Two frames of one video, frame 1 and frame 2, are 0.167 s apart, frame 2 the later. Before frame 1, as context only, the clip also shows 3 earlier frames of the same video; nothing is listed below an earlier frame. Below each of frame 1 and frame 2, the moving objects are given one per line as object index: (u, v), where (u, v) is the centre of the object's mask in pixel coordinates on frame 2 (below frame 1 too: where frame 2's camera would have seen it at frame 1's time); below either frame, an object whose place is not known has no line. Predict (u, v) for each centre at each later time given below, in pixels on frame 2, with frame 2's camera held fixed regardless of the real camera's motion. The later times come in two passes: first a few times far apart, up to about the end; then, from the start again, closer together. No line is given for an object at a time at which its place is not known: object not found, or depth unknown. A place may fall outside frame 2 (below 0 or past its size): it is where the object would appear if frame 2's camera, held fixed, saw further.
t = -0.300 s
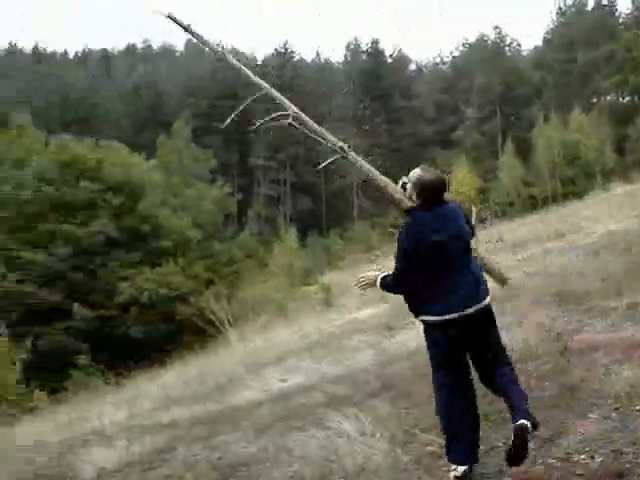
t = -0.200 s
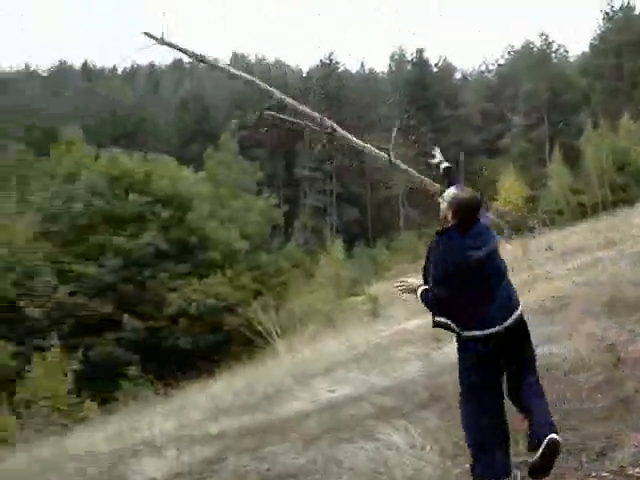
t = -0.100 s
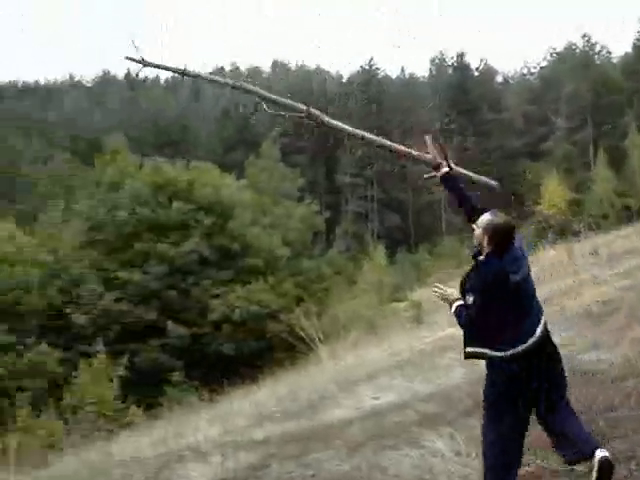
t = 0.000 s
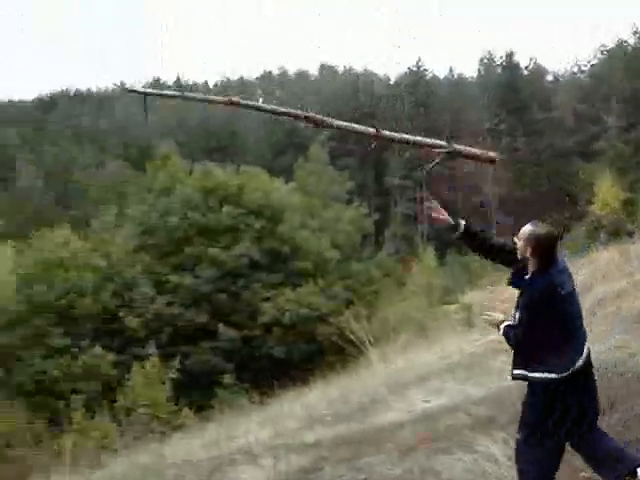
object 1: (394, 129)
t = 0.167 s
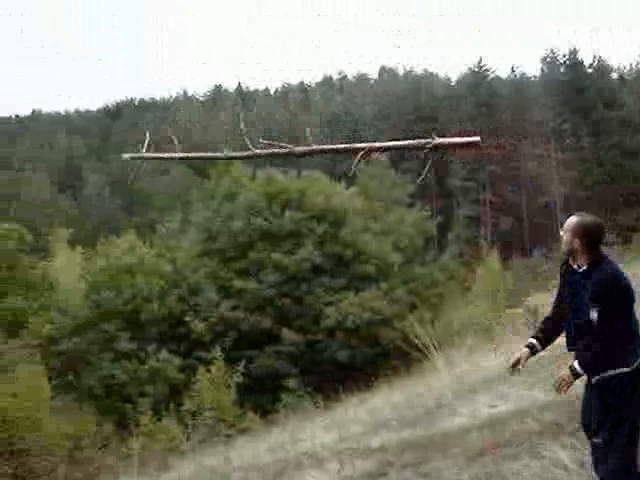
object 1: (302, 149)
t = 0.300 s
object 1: (259, 189)
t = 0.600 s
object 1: (164, 329)
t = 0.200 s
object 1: (285, 157)
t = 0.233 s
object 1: (272, 168)
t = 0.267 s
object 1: (270, 178)
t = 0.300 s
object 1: (259, 189)
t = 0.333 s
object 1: (249, 201)
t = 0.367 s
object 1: (241, 213)
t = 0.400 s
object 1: (229, 227)
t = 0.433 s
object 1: (218, 242)
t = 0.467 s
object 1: (208, 257)
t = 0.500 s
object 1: (184, 281)
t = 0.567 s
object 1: (167, 316)
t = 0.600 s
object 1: (164, 329)
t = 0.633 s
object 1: (151, 352)
